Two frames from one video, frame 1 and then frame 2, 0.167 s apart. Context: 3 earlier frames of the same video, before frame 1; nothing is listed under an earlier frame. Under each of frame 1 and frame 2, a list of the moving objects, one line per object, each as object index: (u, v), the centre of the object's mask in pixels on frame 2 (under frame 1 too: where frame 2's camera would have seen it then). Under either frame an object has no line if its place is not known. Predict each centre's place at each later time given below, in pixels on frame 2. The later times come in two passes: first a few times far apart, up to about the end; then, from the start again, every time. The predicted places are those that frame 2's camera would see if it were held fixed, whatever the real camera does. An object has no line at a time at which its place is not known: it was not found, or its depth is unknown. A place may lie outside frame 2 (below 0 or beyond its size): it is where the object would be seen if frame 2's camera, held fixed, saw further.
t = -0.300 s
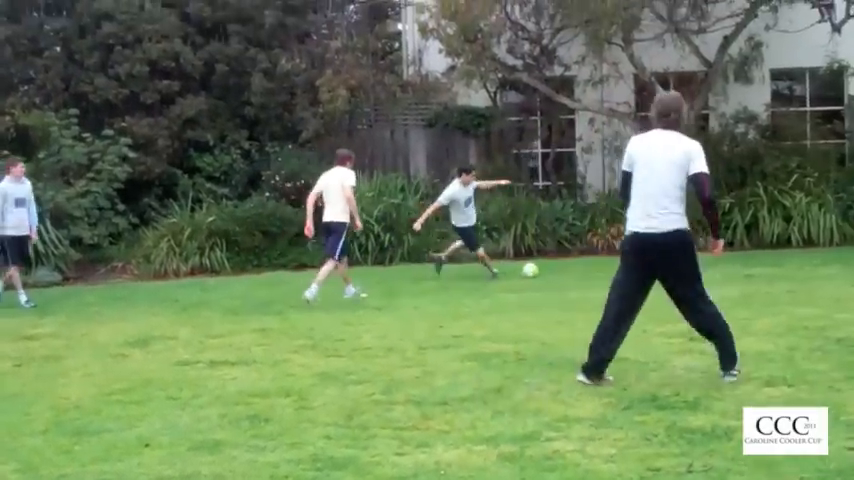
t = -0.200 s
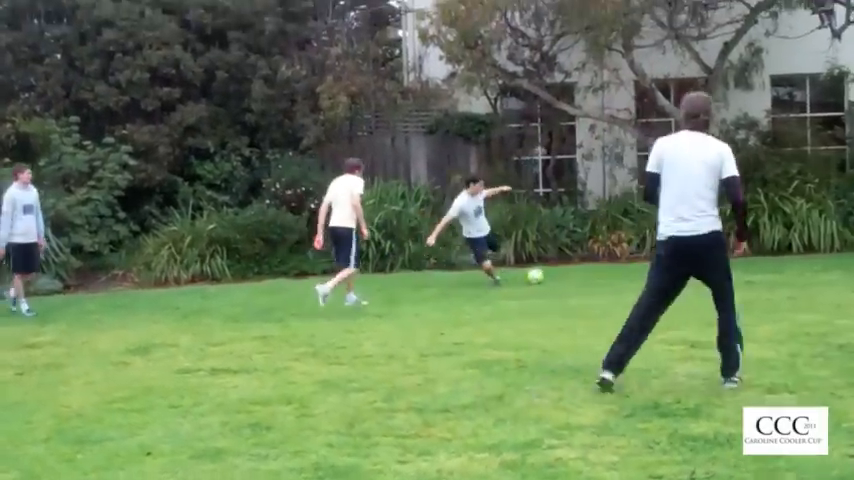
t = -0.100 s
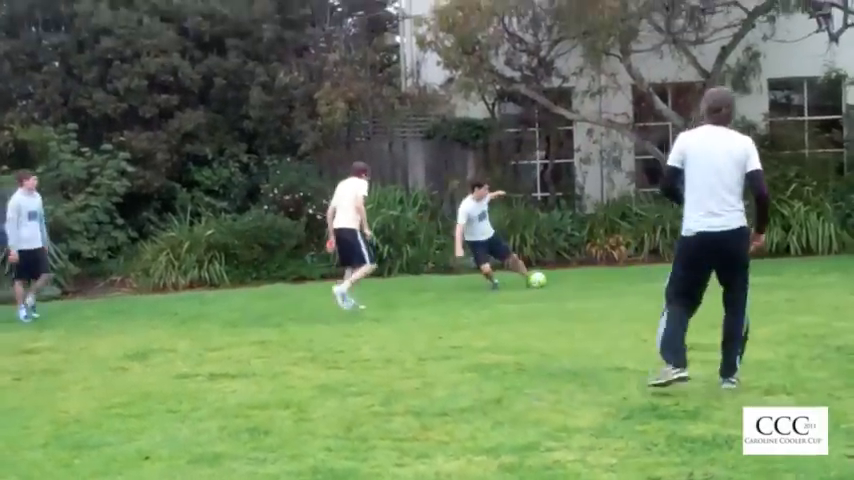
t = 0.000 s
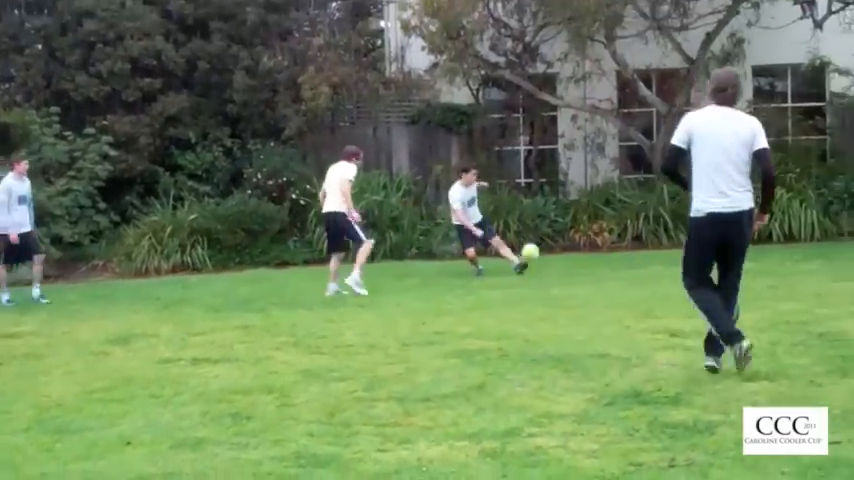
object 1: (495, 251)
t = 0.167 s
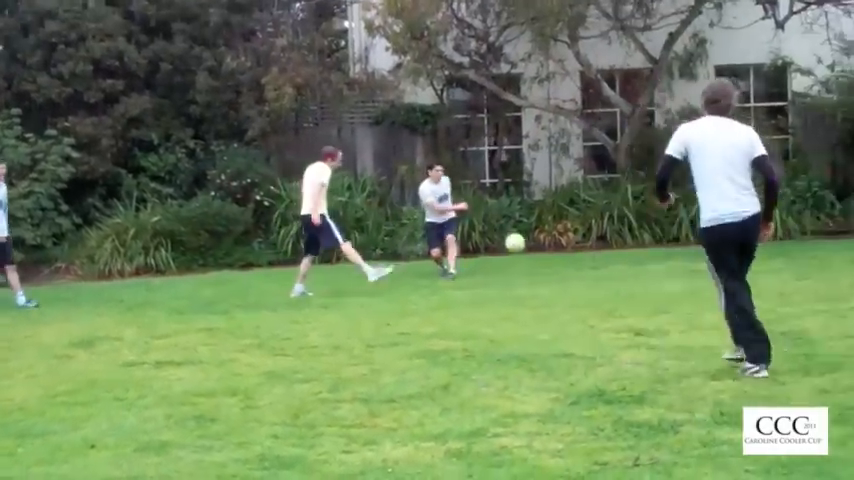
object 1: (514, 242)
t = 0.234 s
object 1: (523, 244)
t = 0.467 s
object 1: (558, 293)
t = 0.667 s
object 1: (591, 327)
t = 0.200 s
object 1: (519, 243)
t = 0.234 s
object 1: (523, 244)
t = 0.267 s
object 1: (527, 247)
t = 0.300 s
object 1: (532, 251)
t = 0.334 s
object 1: (537, 255)
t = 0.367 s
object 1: (541, 262)
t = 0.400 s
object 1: (546, 270)
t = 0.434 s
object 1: (552, 281)
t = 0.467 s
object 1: (558, 293)
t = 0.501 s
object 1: (563, 307)
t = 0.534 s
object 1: (569, 316)
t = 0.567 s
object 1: (574, 317)
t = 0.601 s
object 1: (580, 318)
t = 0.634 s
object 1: (585, 322)
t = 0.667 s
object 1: (591, 327)
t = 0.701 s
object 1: (598, 334)
